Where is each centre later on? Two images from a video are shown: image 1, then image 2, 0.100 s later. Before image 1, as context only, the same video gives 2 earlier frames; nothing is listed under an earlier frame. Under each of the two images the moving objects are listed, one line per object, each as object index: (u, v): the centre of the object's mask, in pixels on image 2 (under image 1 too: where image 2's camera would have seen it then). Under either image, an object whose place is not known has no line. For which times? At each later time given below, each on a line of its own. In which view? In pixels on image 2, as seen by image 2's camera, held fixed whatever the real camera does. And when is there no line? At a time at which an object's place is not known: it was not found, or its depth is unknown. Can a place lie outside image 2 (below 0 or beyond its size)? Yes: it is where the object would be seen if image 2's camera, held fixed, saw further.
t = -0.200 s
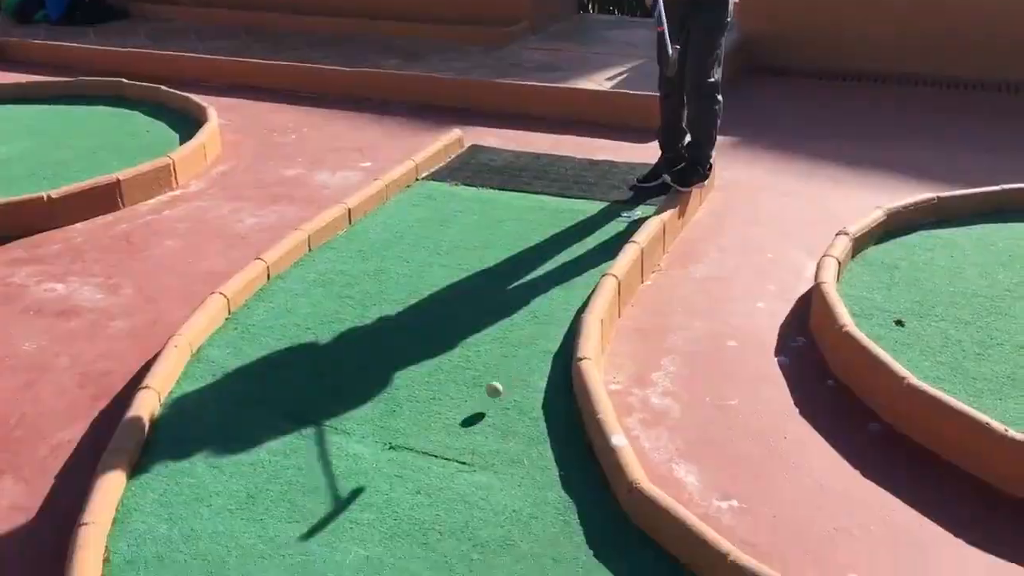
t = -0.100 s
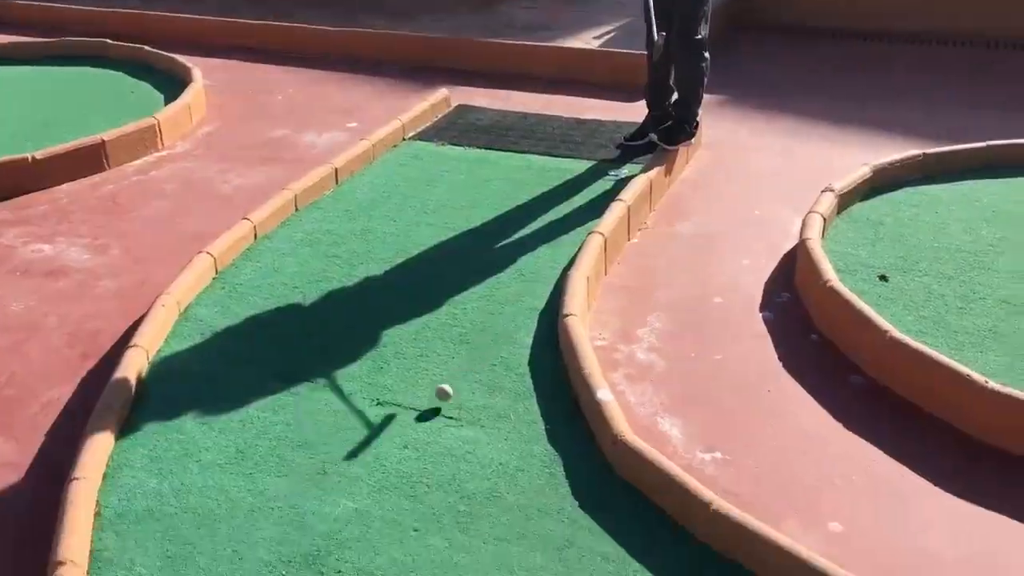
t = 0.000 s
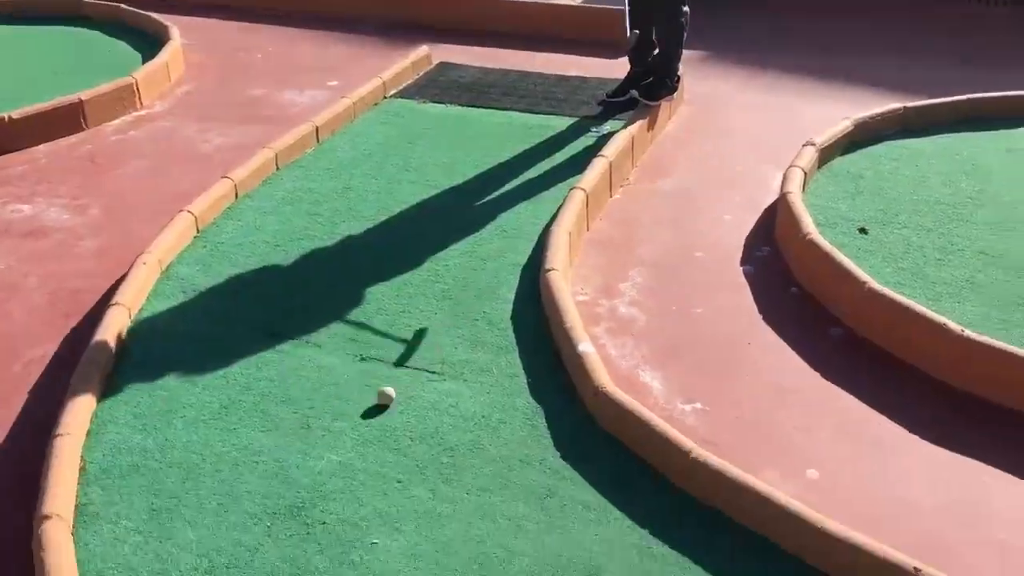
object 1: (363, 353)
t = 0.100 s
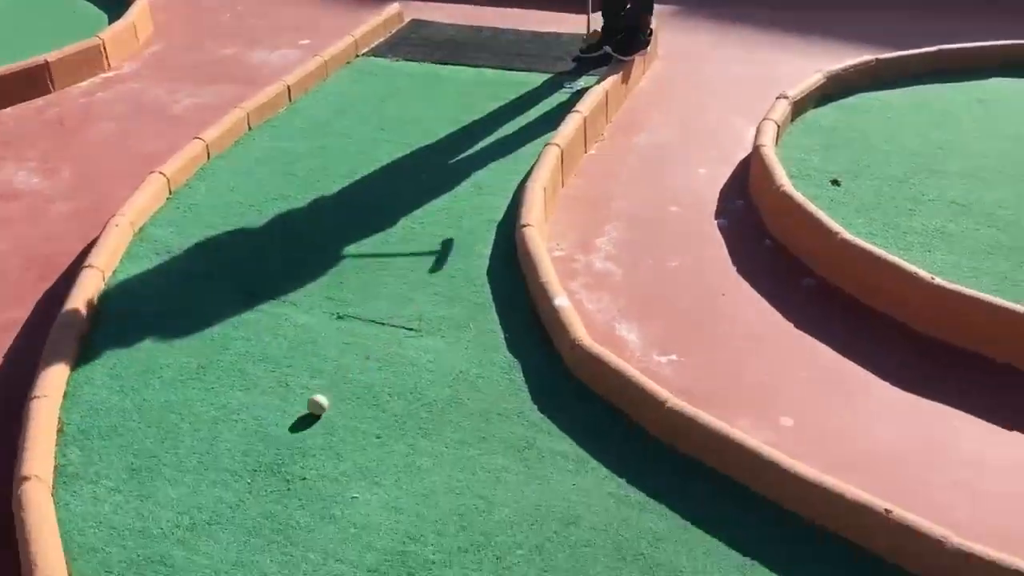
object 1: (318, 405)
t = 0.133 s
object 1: (301, 423)
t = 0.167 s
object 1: (284, 443)
